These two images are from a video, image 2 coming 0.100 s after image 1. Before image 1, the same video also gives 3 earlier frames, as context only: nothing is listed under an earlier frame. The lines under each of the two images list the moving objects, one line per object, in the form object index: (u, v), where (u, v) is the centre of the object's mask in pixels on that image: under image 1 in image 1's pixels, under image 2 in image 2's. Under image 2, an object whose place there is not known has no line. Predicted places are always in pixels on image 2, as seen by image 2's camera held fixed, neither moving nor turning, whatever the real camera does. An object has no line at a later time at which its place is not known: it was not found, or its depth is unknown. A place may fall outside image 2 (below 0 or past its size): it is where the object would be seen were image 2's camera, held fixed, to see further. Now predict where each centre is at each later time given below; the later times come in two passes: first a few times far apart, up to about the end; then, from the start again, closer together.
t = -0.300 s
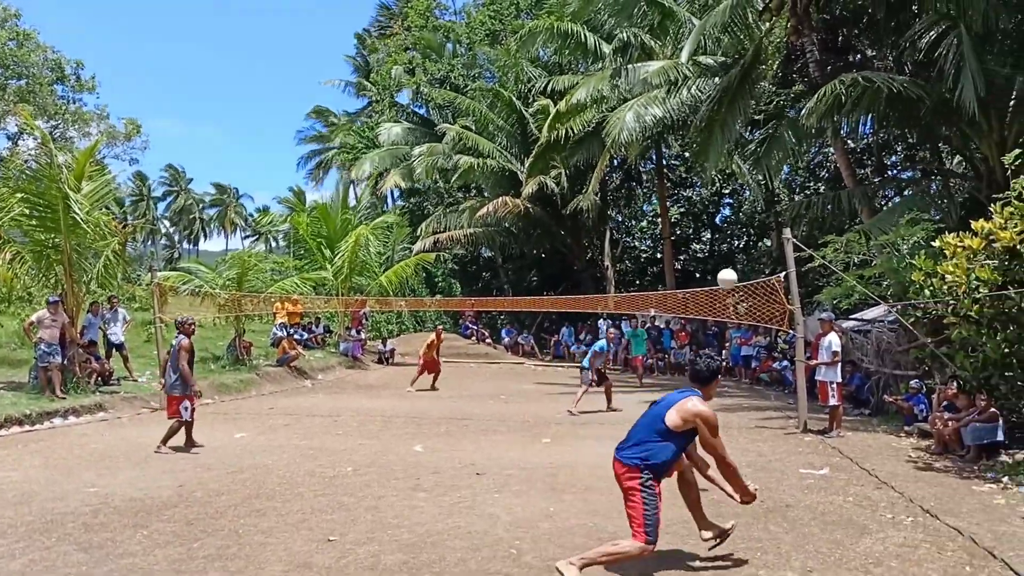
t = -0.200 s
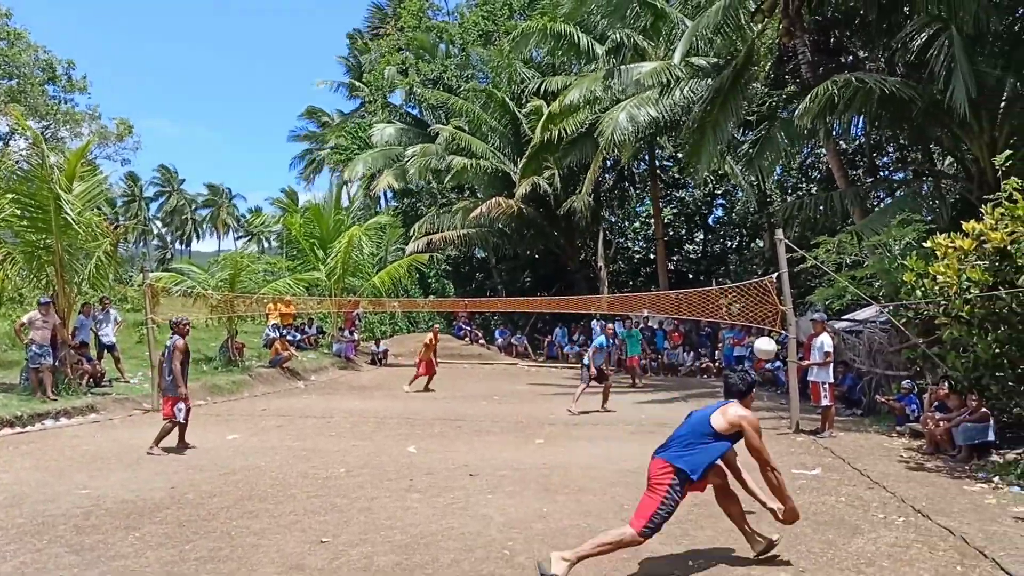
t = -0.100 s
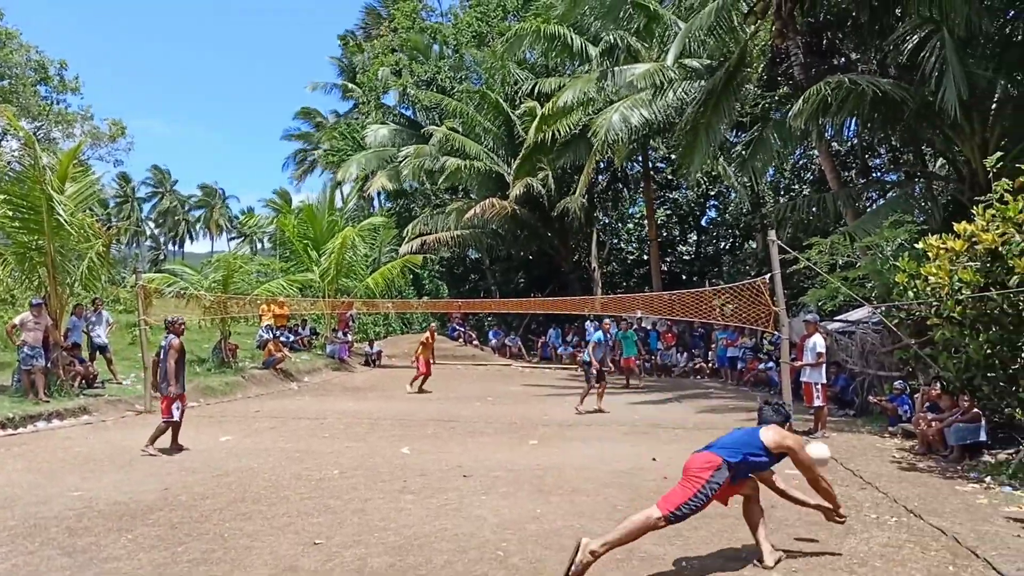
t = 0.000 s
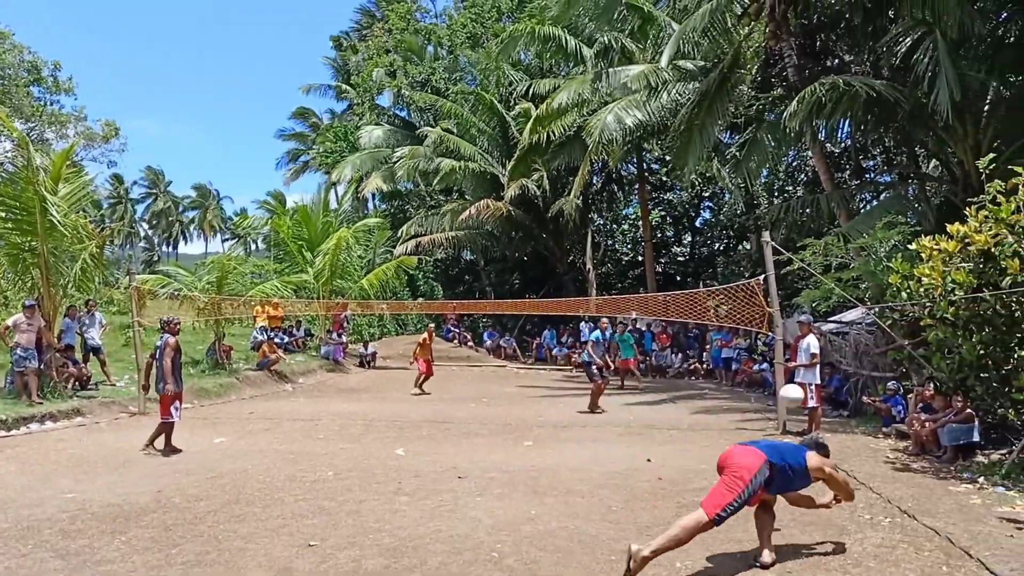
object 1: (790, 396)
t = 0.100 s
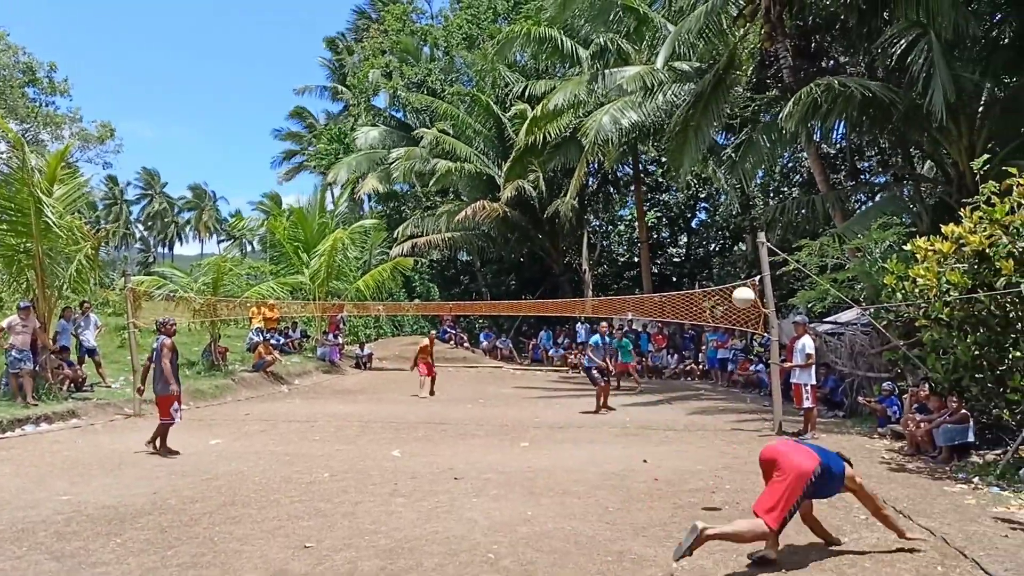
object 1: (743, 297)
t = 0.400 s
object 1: (652, 147)
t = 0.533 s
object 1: (624, 124)
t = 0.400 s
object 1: (652, 147)
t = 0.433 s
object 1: (645, 139)
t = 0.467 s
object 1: (637, 133)
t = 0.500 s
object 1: (631, 128)
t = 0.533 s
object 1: (624, 124)
